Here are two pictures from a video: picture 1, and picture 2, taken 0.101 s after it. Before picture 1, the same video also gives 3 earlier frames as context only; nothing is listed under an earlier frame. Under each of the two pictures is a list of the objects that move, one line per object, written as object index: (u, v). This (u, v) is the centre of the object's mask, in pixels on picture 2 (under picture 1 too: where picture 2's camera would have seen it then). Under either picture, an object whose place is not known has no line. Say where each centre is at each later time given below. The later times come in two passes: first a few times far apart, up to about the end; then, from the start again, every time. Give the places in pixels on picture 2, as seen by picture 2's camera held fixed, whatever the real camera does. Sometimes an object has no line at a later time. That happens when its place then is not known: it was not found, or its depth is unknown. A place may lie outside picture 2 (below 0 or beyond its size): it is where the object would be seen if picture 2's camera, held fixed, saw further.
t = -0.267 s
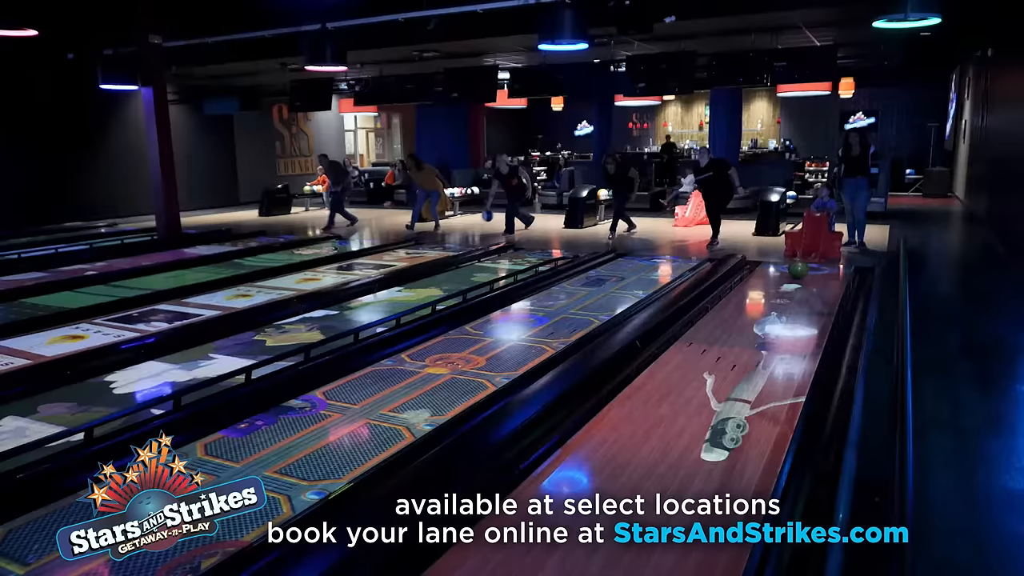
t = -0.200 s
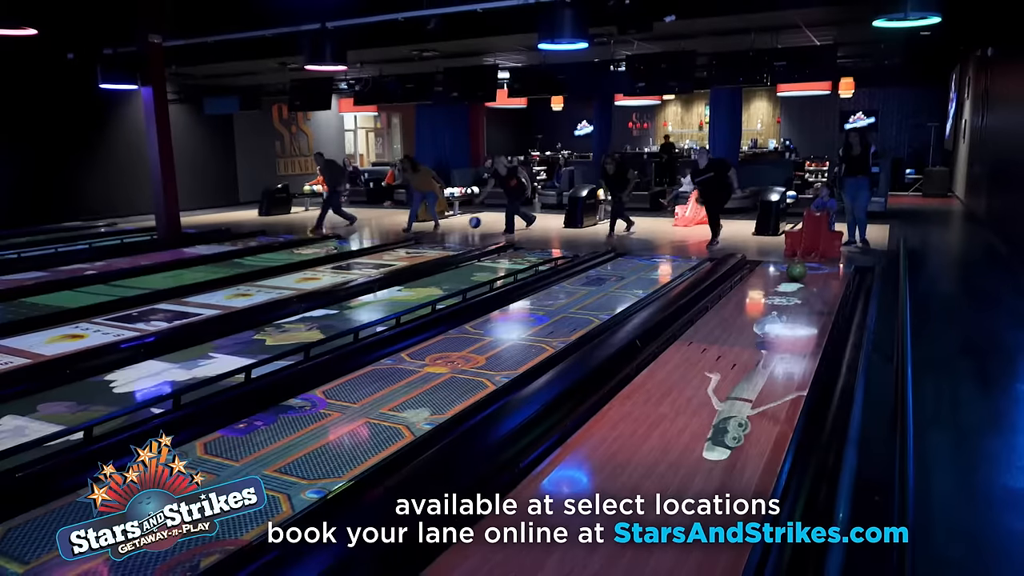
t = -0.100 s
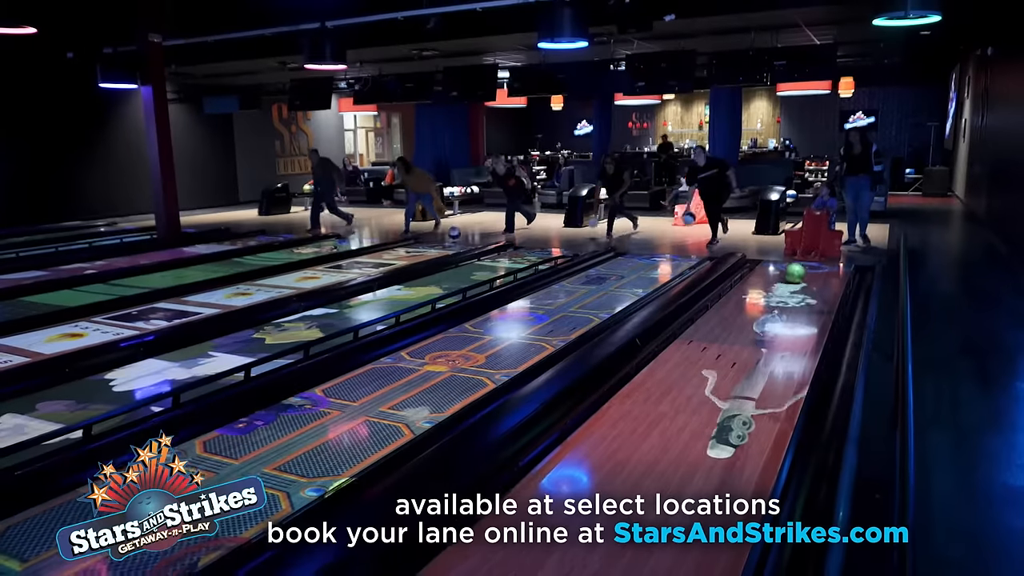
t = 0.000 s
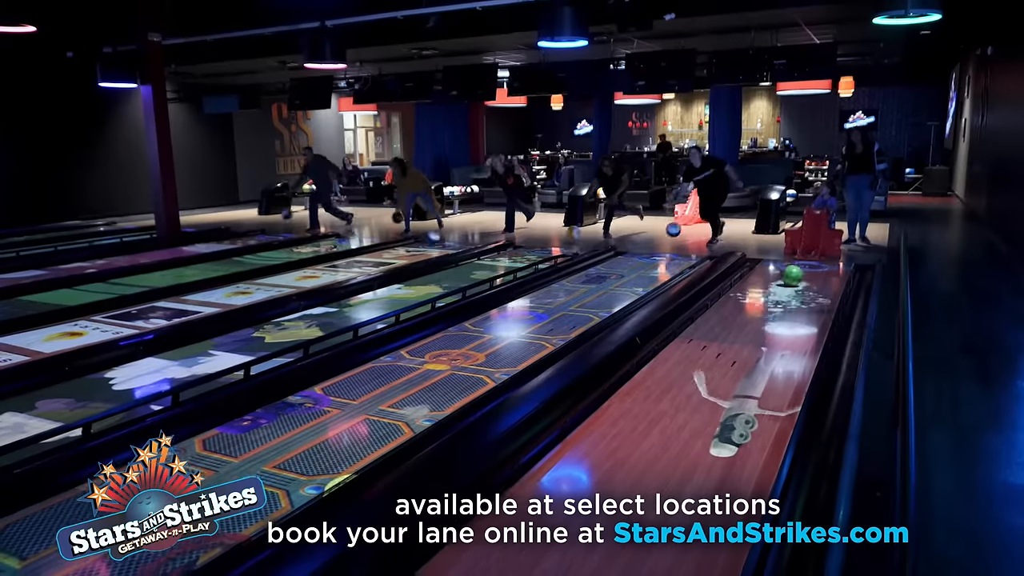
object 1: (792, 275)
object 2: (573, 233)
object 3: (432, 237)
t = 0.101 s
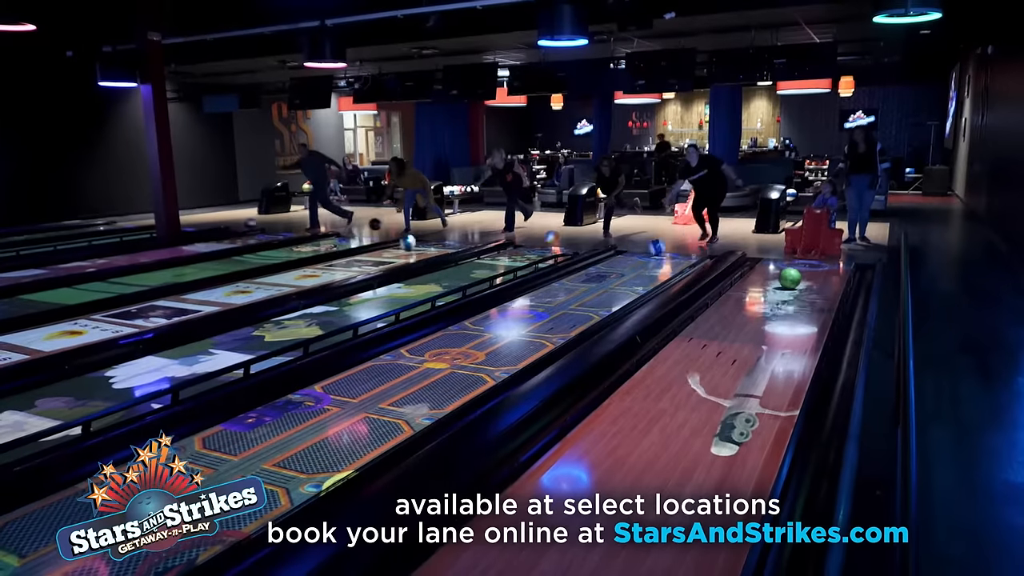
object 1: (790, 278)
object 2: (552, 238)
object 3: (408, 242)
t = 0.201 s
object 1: (787, 282)
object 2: (528, 247)
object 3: (381, 248)
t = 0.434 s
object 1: (781, 290)
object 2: (456, 265)
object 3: (307, 262)
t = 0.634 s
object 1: (775, 297)
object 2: (374, 286)
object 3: (224, 279)
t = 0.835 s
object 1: (768, 307)
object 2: (257, 315)
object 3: (116, 299)
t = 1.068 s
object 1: (759, 318)
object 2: (42, 367)
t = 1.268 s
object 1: (750, 329)
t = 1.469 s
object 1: (738, 342)
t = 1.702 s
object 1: (722, 359)
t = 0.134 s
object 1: (789, 279)
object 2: (543, 241)
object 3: (399, 244)
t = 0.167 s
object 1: (788, 280)
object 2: (535, 244)
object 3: (390, 246)
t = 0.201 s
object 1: (787, 282)
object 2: (528, 247)
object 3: (381, 248)
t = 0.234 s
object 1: (786, 283)
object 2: (518, 249)
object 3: (371, 250)
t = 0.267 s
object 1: (785, 284)
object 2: (509, 251)
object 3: (361, 252)
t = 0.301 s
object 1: (785, 285)
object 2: (500, 254)
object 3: (350, 253)
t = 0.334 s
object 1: (784, 286)
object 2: (490, 257)
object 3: (340, 256)
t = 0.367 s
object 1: (783, 288)
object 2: (479, 259)
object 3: (329, 257)
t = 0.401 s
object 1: (782, 289)
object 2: (468, 262)
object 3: (318, 260)
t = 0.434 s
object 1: (781, 290)
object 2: (456, 265)
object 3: (307, 262)
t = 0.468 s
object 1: (780, 291)
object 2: (444, 268)
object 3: (295, 265)
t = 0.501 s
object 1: (779, 293)
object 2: (431, 272)
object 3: (283, 267)
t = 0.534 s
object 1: (778, 294)
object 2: (417, 275)
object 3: (270, 271)
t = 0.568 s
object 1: (777, 295)
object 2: (404, 278)
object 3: (256, 273)
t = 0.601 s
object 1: (775, 296)
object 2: (391, 282)
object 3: (240, 276)
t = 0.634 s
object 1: (775, 297)
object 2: (374, 286)
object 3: (224, 279)
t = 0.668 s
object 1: (775, 298)
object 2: (356, 291)
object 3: (209, 282)
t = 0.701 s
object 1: (774, 298)
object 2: (339, 295)
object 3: (192, 285)
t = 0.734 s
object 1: (773, 299)
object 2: (320, 298)
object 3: (175, 290)
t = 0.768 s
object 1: (771, 303)
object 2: (301, 304)
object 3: (158, 293)
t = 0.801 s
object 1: (770, 304)
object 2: (280, 310)
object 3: (138, 296)
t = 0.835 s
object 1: (768, 307)
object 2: (257, 315)
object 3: (116, 299)
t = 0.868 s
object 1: (766, 308)
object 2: (232, 322)
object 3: (95, 303)
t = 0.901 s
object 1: (766, 309)
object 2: (206, 328)
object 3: (74, 307)
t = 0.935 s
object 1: (765, 310)
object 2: (178, 335)
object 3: (52, 311)
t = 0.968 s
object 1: (763, 313)
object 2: (148, 342)
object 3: (28, 316)
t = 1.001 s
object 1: (762, 314)
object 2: (116, 350)
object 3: (9, 320)
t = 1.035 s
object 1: (760, 316)
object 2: (81, 359)
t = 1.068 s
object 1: (759, 318)
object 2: (42, 367)
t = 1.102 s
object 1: (757, 319)
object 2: (11, 377)
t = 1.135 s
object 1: (756, 322)
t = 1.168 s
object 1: (755, 323)
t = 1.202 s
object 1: (753, 325)
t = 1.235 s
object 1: (751, 327)
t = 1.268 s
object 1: (750, 329)
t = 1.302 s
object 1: (748, 332)
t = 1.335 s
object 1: (745, 335)
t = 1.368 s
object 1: (744, 336)
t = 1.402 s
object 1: (742, 338)
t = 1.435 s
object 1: (741, 339)
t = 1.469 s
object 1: (738, 342)
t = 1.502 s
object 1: (736, 344)
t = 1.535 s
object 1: (734, 346)
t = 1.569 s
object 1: (731, 349)
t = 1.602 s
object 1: (729, 351)
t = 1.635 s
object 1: (727, 354)
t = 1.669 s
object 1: (724, 356)
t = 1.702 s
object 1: (722, 359)
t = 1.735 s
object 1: (719, 362)
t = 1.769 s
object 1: (717, 365)
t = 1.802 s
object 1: (714, 368)
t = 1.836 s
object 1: (711, 371)
